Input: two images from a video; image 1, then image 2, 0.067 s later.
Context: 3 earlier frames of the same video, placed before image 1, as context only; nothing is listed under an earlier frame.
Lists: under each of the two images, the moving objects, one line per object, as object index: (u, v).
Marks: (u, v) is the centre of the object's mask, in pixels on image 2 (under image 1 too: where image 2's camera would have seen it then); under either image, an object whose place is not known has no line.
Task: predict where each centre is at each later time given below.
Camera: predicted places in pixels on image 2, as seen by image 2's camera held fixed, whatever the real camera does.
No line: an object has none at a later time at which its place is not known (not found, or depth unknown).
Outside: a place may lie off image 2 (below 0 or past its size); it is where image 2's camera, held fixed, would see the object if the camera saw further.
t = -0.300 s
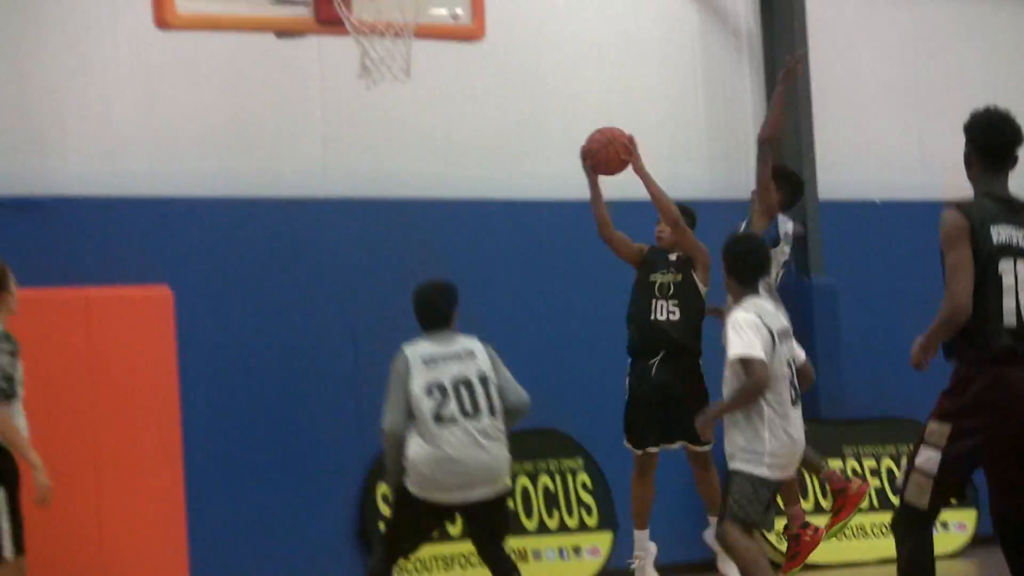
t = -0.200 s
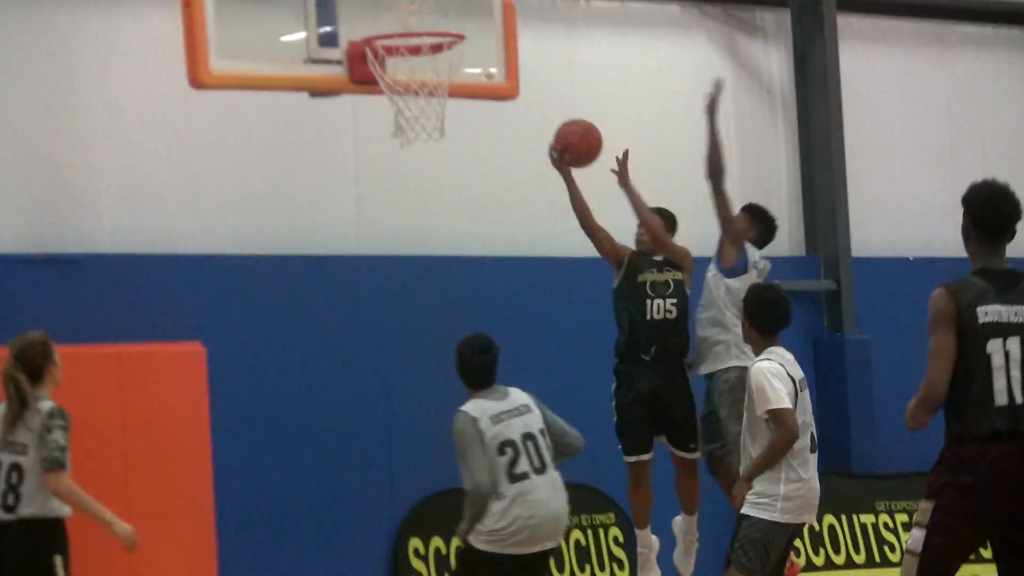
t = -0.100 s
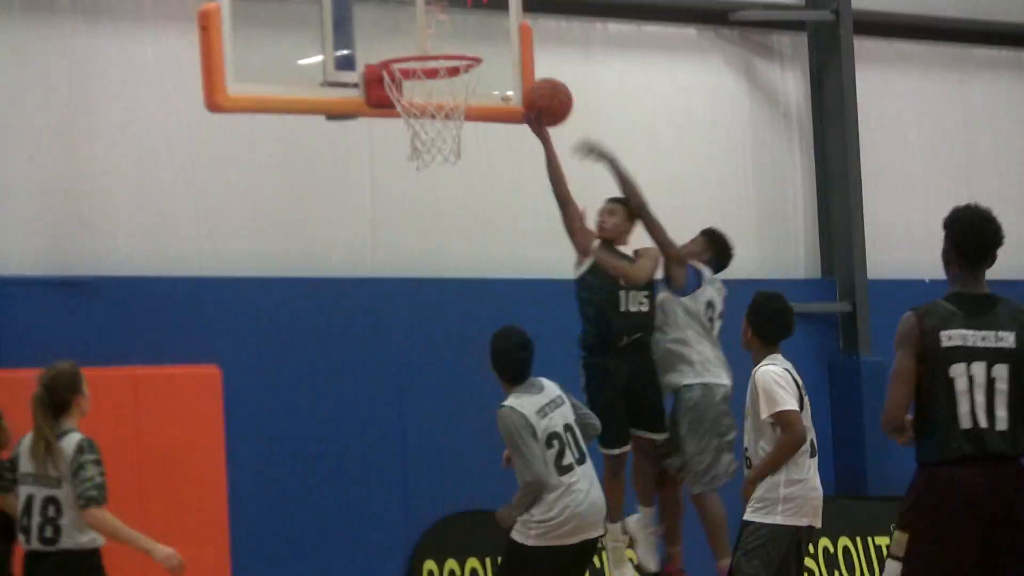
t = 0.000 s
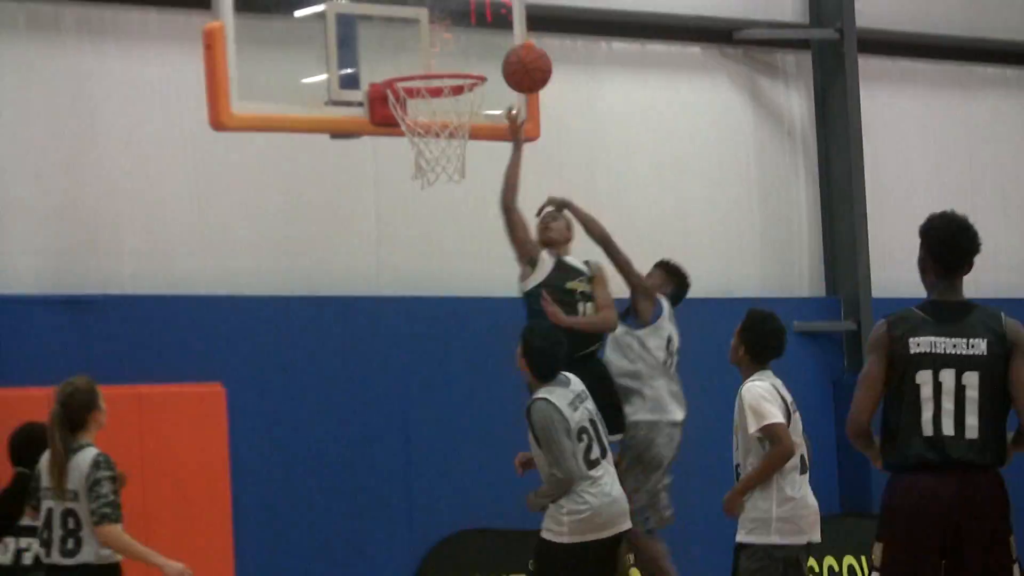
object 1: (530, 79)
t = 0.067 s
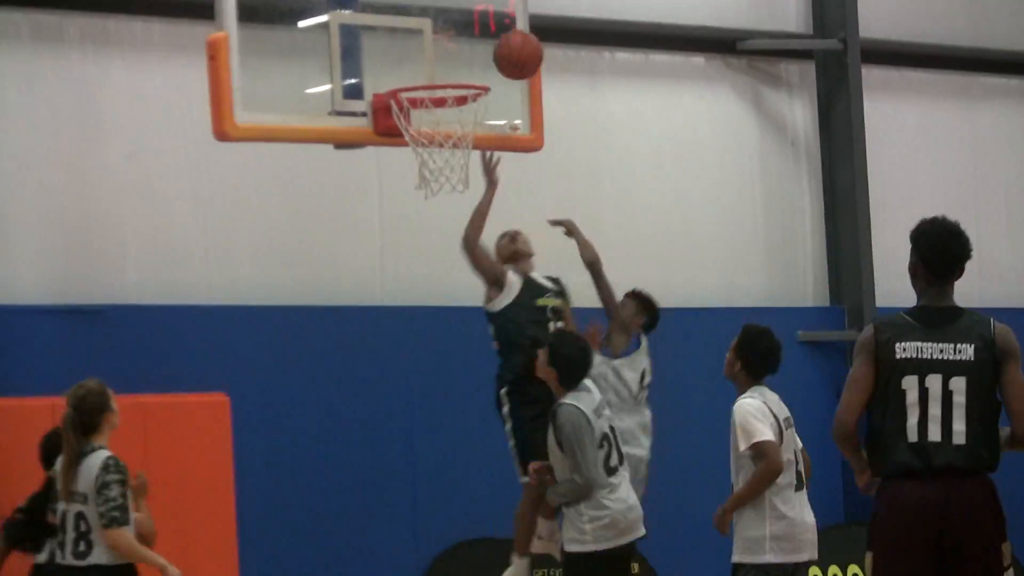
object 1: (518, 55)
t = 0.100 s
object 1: (512, 47)
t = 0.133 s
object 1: (506, 40)
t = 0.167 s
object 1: (500, 35)
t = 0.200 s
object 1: (494, 32)
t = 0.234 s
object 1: (489, 33)
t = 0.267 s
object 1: (483, 36)
